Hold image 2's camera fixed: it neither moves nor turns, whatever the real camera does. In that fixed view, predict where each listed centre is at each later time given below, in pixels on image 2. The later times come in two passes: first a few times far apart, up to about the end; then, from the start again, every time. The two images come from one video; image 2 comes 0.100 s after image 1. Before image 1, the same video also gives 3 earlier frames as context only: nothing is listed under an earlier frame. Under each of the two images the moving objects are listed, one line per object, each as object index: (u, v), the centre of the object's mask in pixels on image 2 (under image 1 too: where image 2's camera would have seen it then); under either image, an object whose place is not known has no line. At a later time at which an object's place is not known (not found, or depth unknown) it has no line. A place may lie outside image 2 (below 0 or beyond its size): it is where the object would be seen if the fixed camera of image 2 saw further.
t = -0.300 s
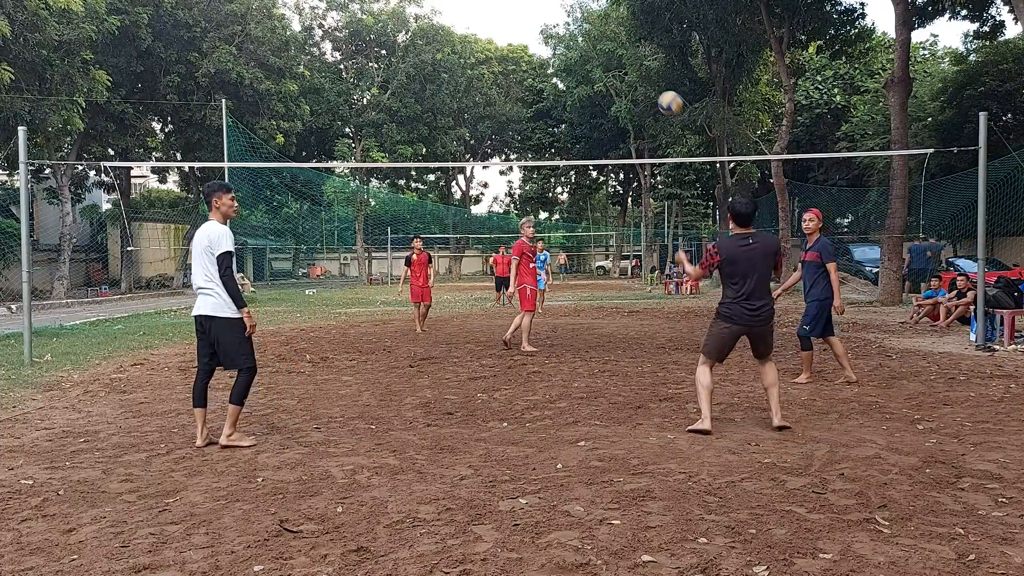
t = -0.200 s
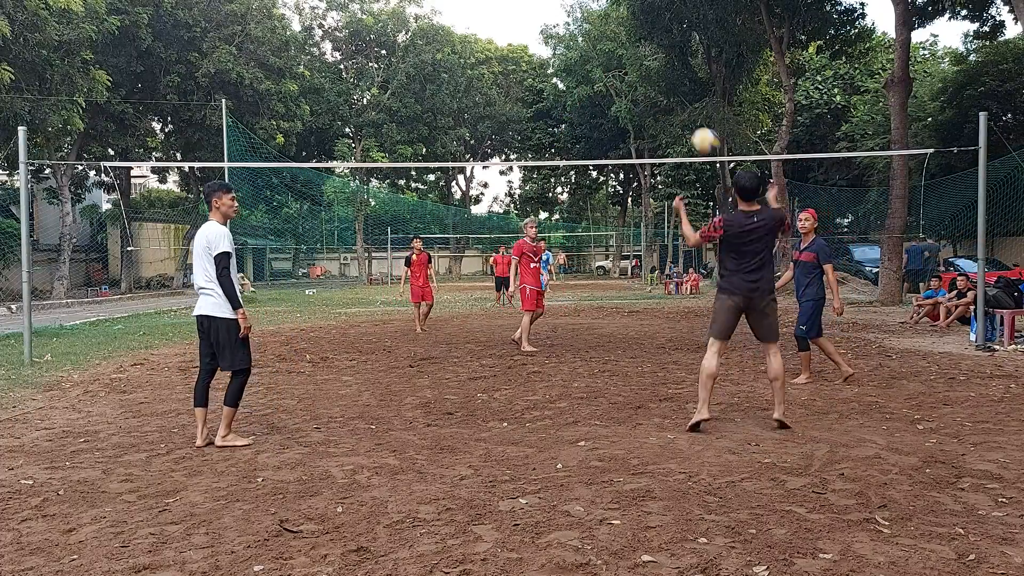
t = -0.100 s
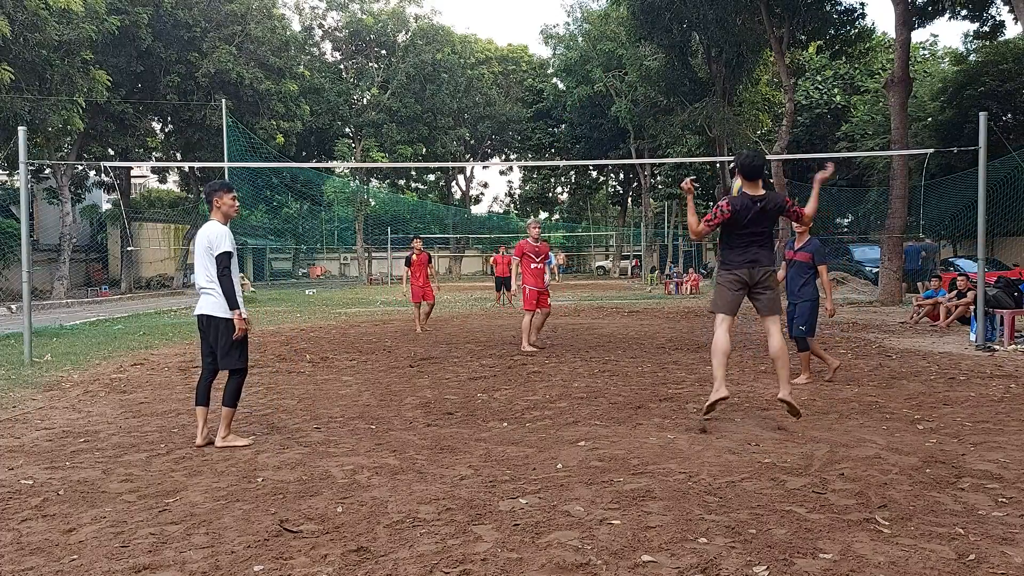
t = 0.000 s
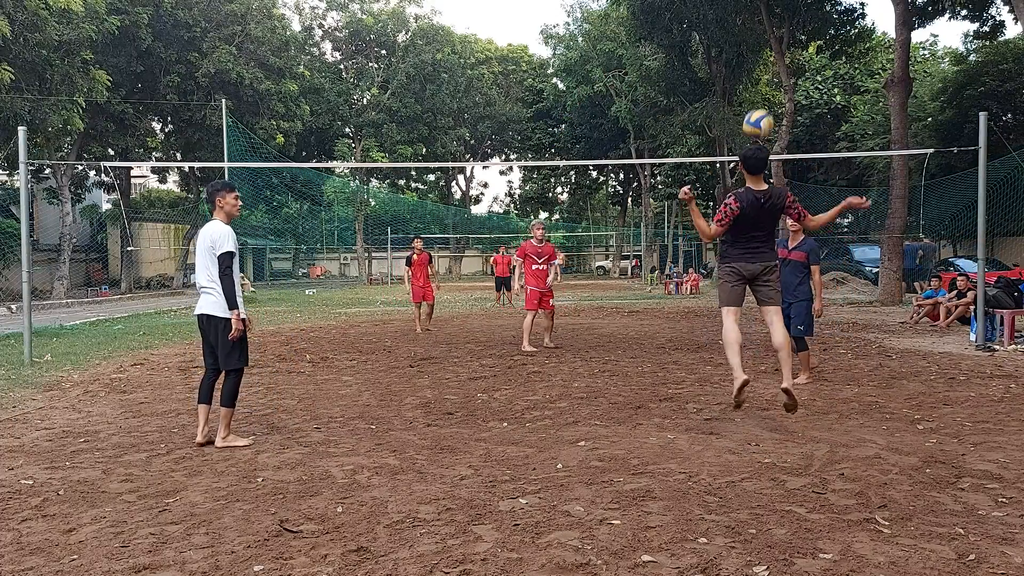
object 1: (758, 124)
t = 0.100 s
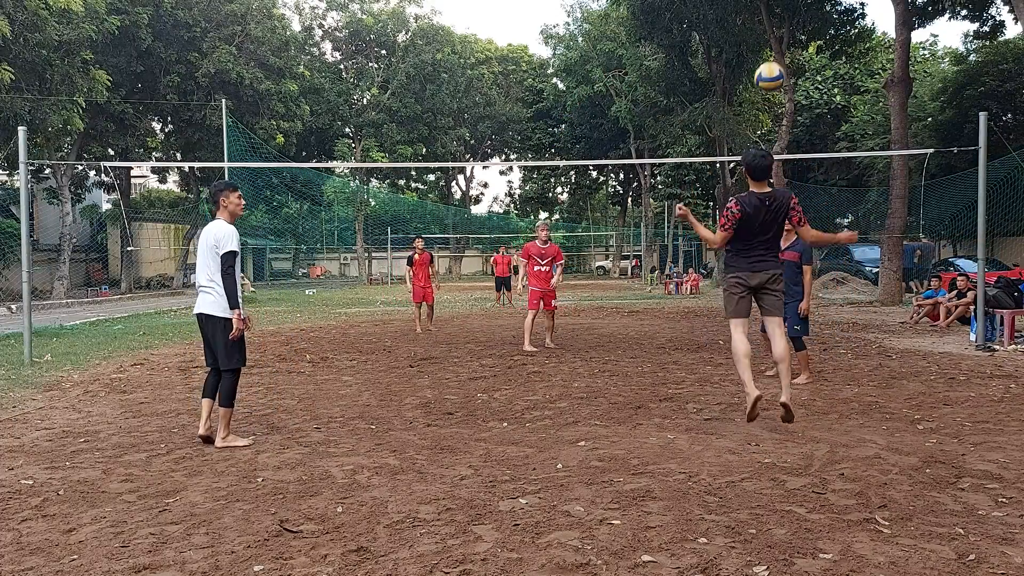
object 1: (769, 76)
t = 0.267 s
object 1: (787, 30)
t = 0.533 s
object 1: (812, 31)
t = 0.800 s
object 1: (835, 111)
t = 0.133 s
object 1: (773, 64)
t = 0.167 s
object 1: (776, 53)
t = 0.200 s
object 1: (780, 44)
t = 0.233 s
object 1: (783, 37)
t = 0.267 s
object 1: (787, 30)
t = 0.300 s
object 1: (790, 25)
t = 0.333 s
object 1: (793, 22)
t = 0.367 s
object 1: (797, 20)
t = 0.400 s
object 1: (800, 20)
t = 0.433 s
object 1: (803, 21)
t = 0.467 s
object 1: (806, 23)
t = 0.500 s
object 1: (809, 26)
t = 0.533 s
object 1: (812, 31)
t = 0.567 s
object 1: (815, 37)
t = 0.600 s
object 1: (818, 44)
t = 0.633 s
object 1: (821, 53)
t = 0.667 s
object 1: (824, 62)
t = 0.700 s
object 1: (827, 72)
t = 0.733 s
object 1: (830, 84)
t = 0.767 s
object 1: (833, 98)
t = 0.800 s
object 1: (835, 111)
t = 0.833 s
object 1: (838, 126)
